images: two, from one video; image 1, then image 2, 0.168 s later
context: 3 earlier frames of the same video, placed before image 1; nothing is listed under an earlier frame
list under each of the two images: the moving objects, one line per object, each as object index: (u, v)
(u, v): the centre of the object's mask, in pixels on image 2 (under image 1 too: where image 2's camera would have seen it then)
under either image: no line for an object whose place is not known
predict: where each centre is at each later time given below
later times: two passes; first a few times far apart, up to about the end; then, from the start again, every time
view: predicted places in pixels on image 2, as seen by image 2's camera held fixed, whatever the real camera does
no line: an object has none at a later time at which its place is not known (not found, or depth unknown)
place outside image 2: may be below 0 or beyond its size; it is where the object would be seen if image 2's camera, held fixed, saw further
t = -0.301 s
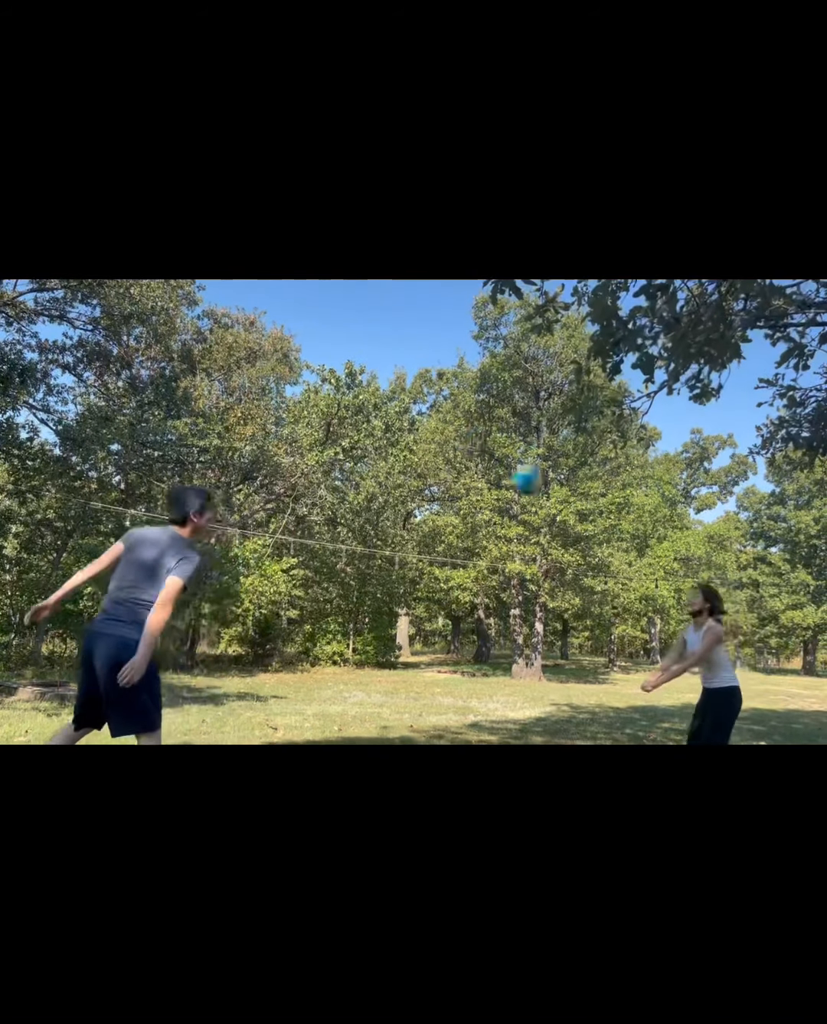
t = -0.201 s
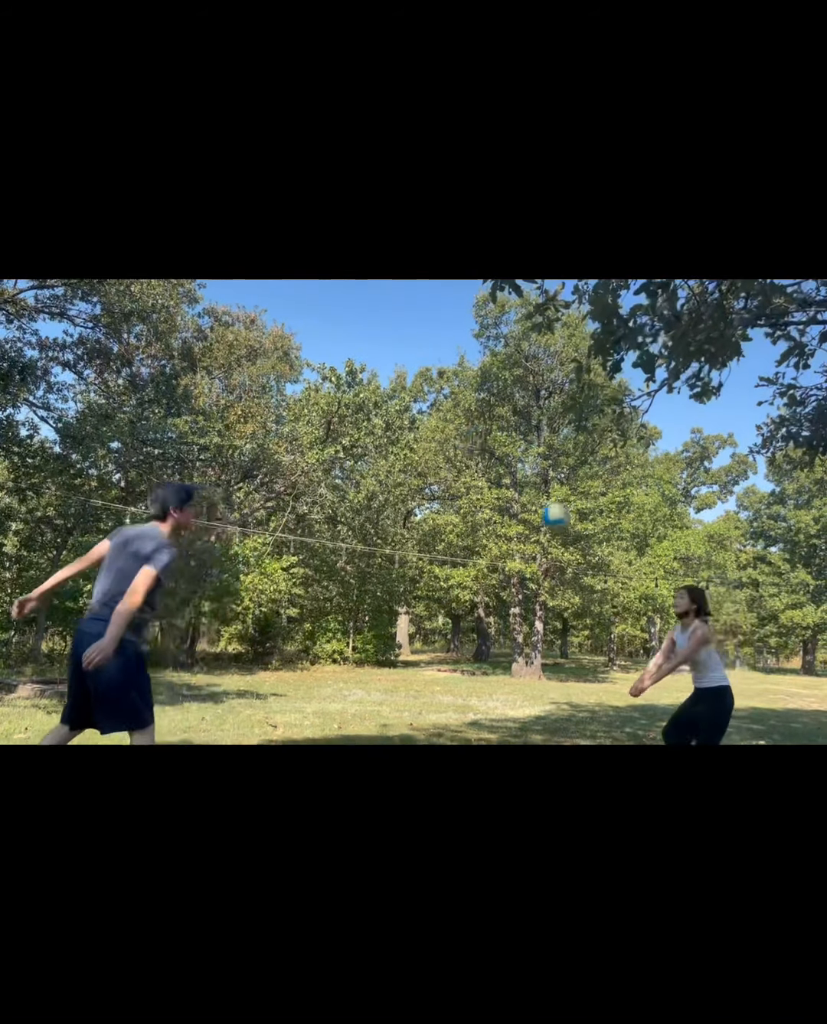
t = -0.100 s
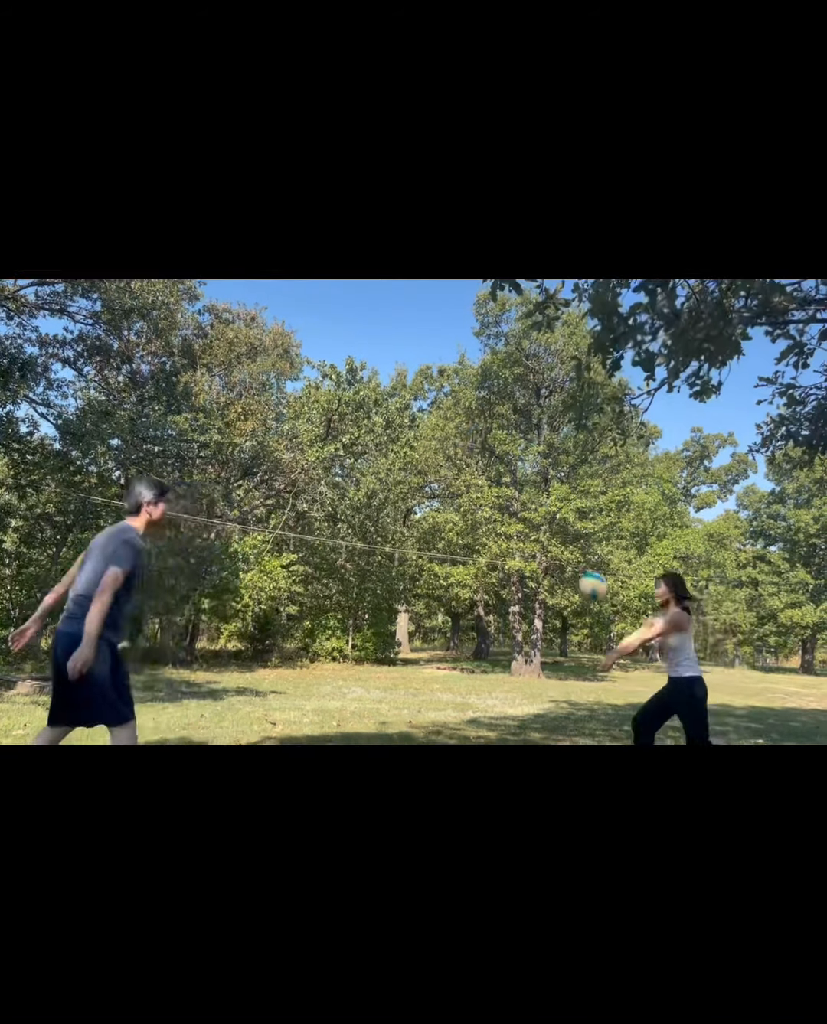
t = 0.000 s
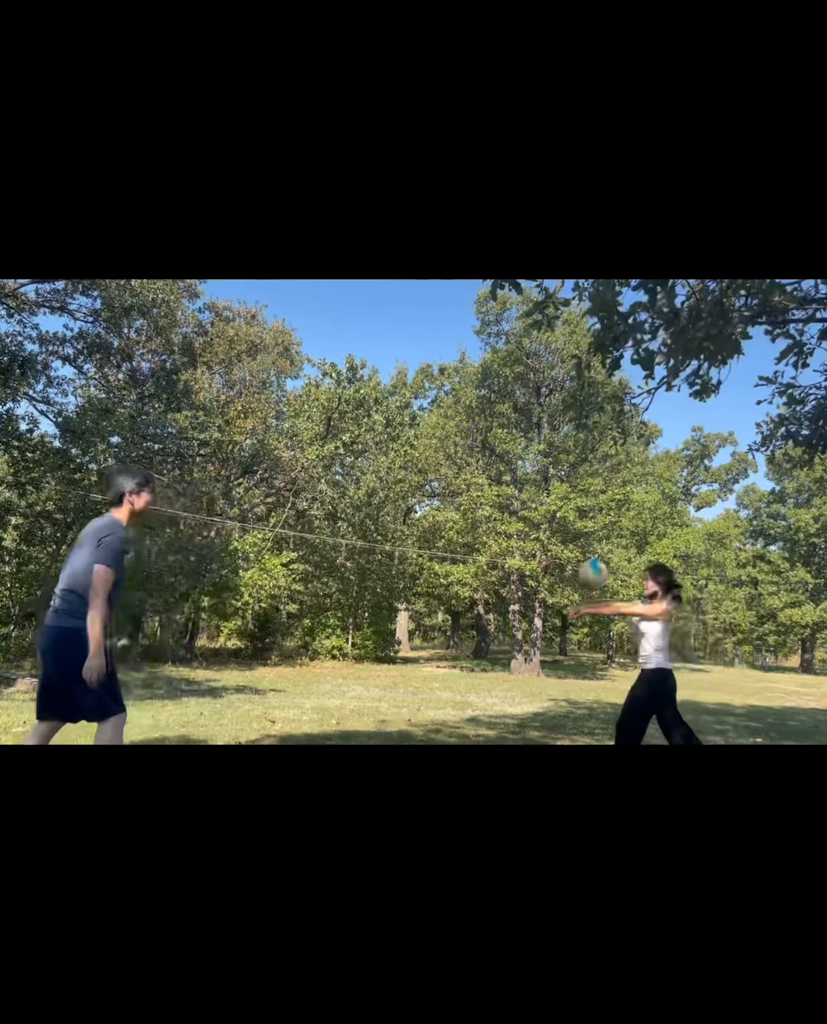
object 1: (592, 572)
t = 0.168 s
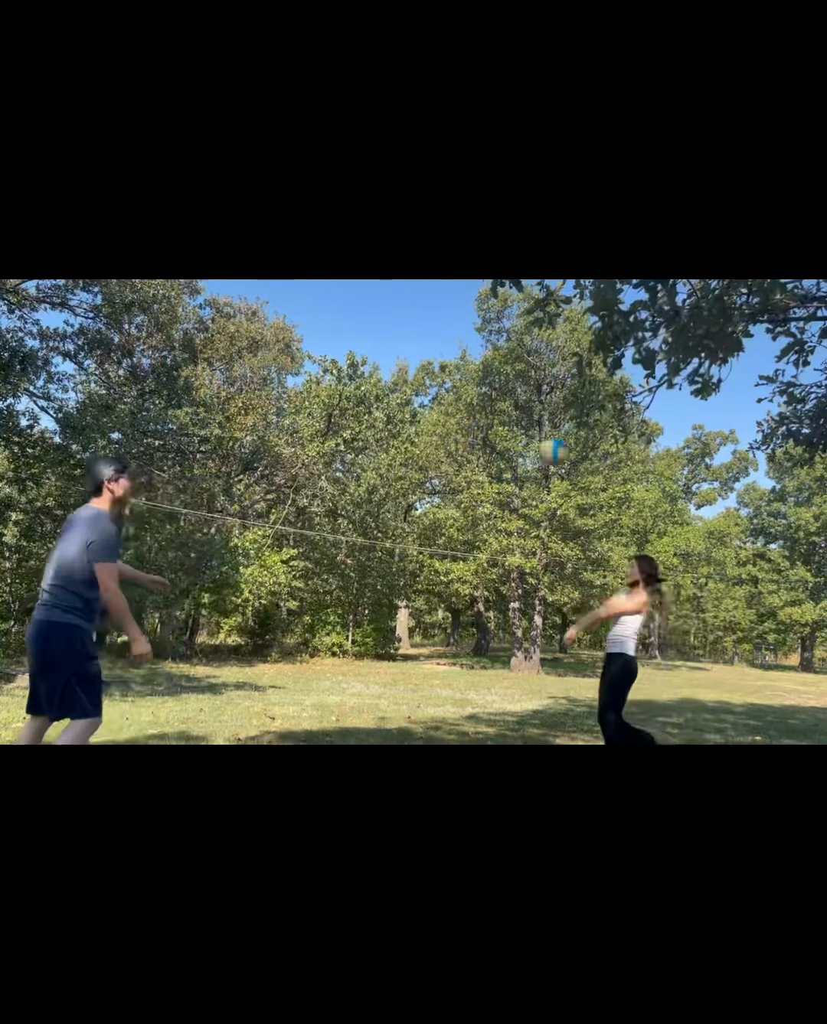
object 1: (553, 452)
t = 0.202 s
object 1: (545, 432)
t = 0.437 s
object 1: (488, 340)
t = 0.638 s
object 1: (434, 318)
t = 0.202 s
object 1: (545, 432)
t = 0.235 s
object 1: (537, 414)
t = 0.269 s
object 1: (531, 397)
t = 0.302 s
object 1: (522, 383)
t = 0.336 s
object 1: (513, 370)
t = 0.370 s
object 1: (505, 356)
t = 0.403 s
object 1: (497, 349)
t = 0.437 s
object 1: (488, 340)
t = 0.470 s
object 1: (480, 333)
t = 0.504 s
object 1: (472, 327)
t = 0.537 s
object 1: (463, 322)
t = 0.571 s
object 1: (454, 319)
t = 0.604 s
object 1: (444, 317)
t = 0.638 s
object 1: (434, 318)
